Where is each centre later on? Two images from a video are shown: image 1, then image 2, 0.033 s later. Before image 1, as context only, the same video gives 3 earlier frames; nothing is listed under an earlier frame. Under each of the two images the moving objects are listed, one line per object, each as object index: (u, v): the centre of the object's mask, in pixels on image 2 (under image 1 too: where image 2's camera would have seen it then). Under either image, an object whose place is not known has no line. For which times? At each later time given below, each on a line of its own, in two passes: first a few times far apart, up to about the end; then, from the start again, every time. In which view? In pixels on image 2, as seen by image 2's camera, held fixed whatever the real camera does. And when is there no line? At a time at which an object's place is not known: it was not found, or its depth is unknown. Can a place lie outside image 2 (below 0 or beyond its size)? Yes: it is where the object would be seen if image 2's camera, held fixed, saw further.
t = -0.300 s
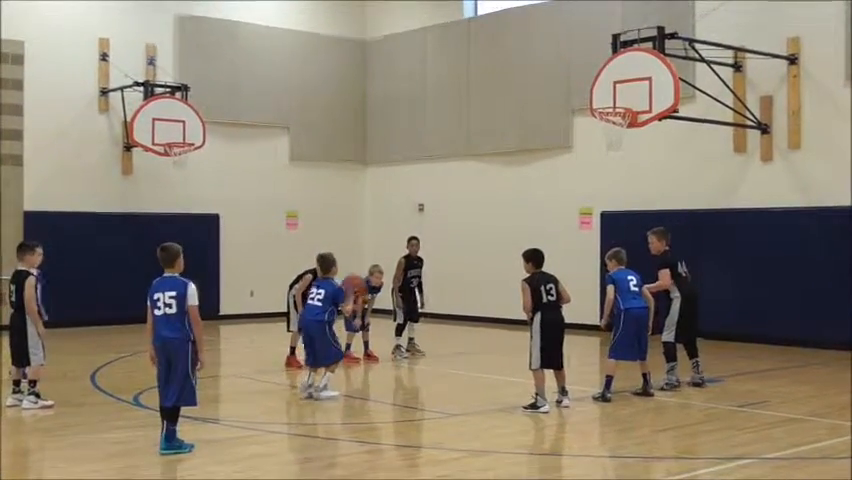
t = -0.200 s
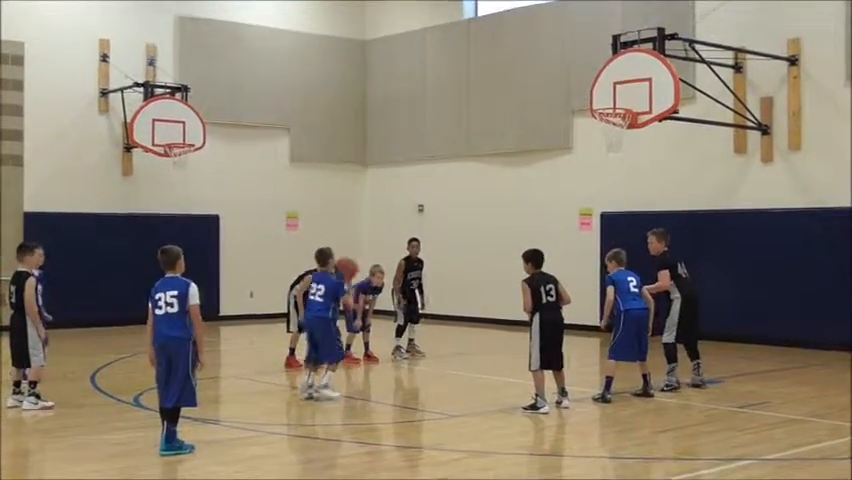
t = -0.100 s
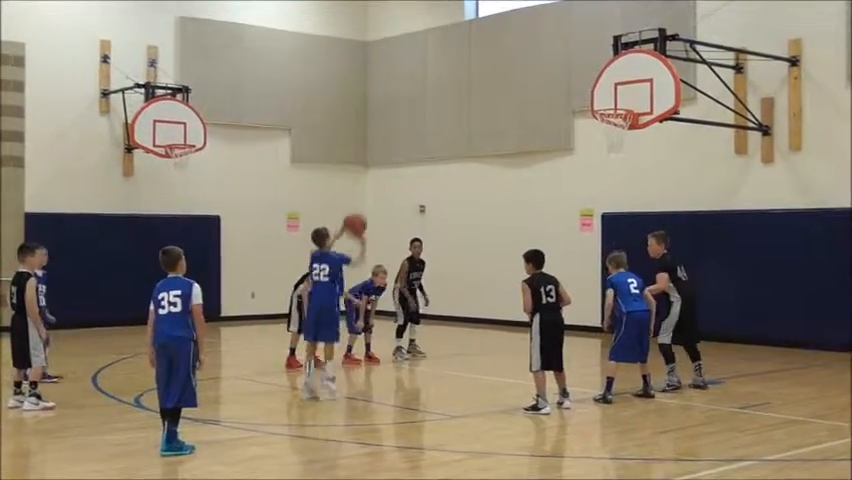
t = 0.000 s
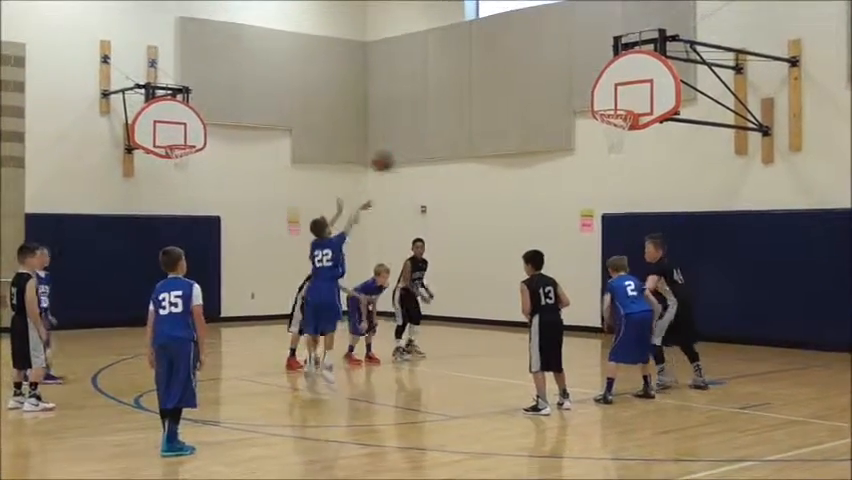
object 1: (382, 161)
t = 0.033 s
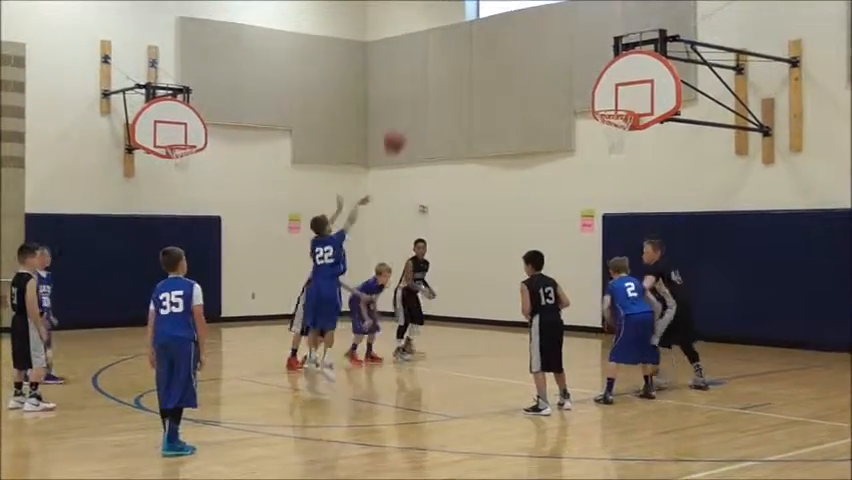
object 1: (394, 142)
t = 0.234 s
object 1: (448, 57)
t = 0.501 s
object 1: (513, 8)
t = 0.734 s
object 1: (565, 18)
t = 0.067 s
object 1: (402, 125)
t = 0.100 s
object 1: (411, 108)
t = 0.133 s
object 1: (421, 93)
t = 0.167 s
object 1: (430, 80)
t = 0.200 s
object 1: (439, 67)
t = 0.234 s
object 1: (448, 57)
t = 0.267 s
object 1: (457, 46)
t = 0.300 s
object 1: (465, 39)
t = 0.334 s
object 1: (473, 31)
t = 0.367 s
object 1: (481, 23)
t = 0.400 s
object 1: (489, 18)
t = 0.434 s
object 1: (497, 13)
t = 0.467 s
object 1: (506, 9)
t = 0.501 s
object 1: (513, 8)
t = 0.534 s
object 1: (521, 6)
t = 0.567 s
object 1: (529, 6)
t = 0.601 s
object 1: (536, 6)
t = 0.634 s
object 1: (543, 8)
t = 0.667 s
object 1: (551, 10)
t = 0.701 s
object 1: (558, 13)
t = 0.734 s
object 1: (565, 18)
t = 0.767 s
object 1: (572, 22)
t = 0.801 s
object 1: (579, 28)
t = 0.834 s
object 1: (586, 35)
